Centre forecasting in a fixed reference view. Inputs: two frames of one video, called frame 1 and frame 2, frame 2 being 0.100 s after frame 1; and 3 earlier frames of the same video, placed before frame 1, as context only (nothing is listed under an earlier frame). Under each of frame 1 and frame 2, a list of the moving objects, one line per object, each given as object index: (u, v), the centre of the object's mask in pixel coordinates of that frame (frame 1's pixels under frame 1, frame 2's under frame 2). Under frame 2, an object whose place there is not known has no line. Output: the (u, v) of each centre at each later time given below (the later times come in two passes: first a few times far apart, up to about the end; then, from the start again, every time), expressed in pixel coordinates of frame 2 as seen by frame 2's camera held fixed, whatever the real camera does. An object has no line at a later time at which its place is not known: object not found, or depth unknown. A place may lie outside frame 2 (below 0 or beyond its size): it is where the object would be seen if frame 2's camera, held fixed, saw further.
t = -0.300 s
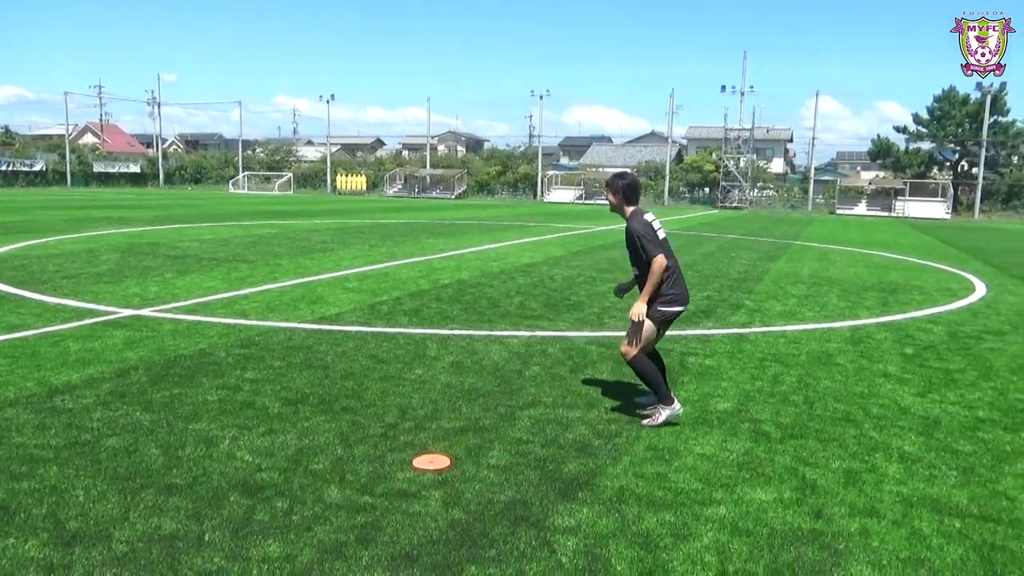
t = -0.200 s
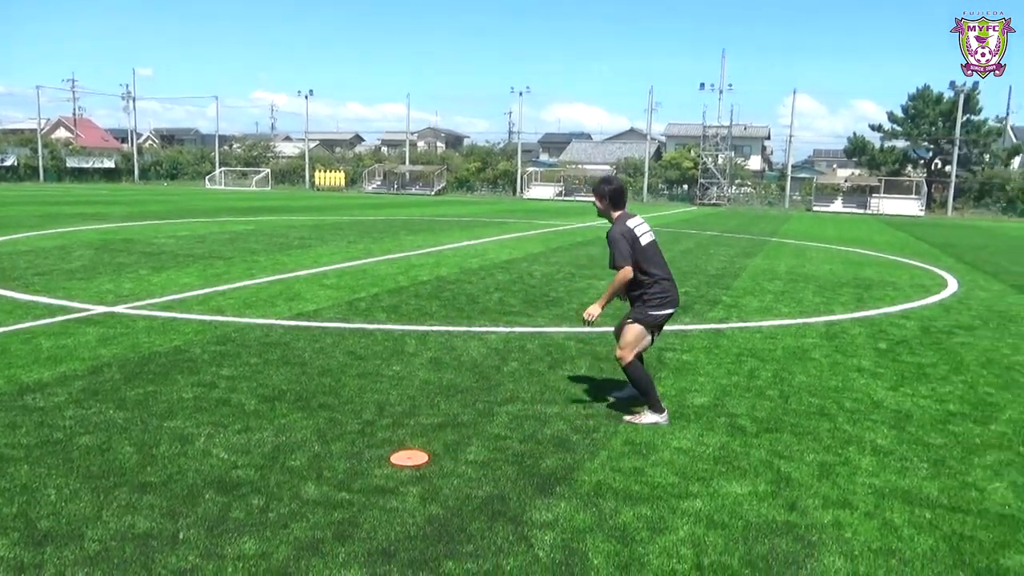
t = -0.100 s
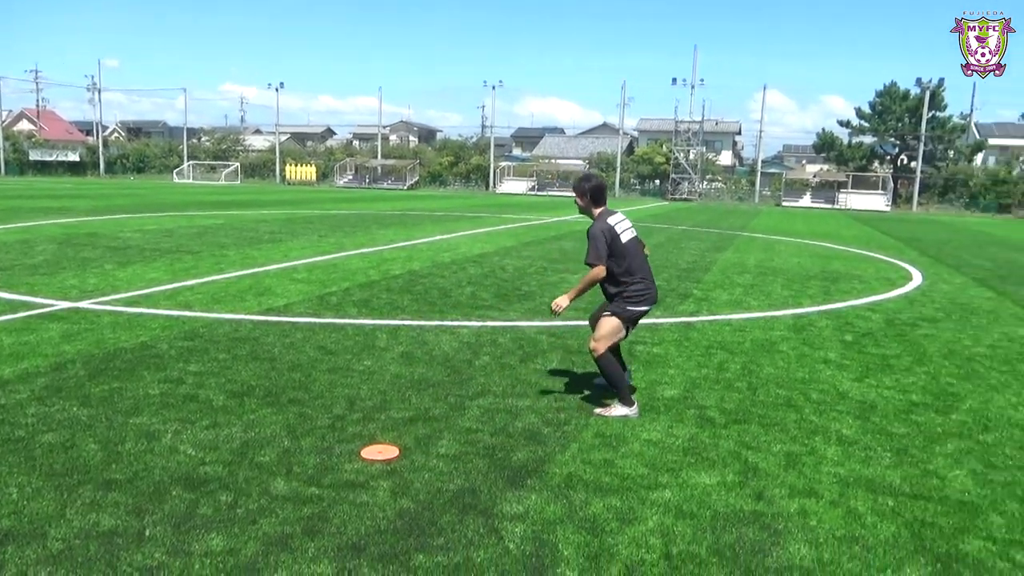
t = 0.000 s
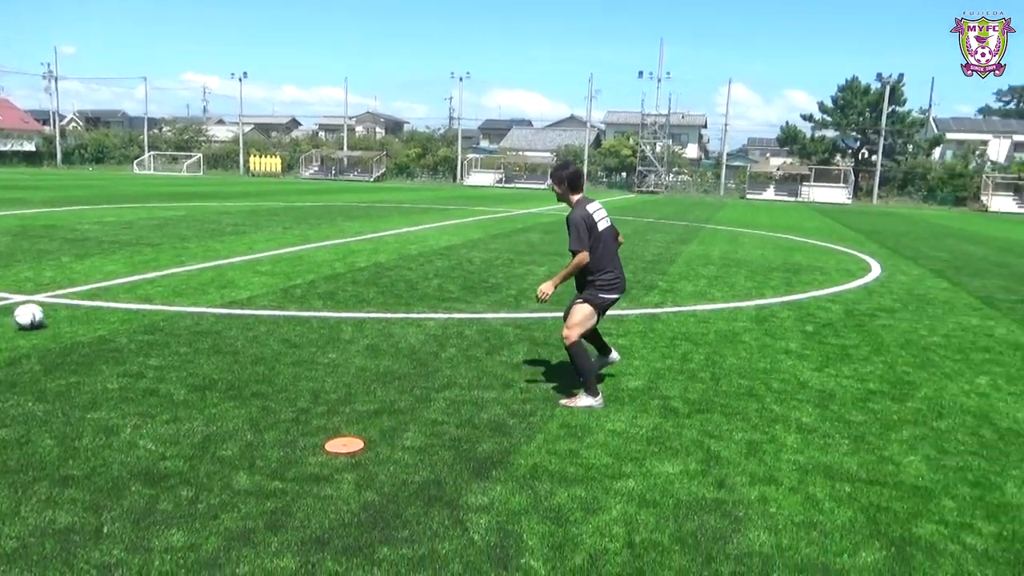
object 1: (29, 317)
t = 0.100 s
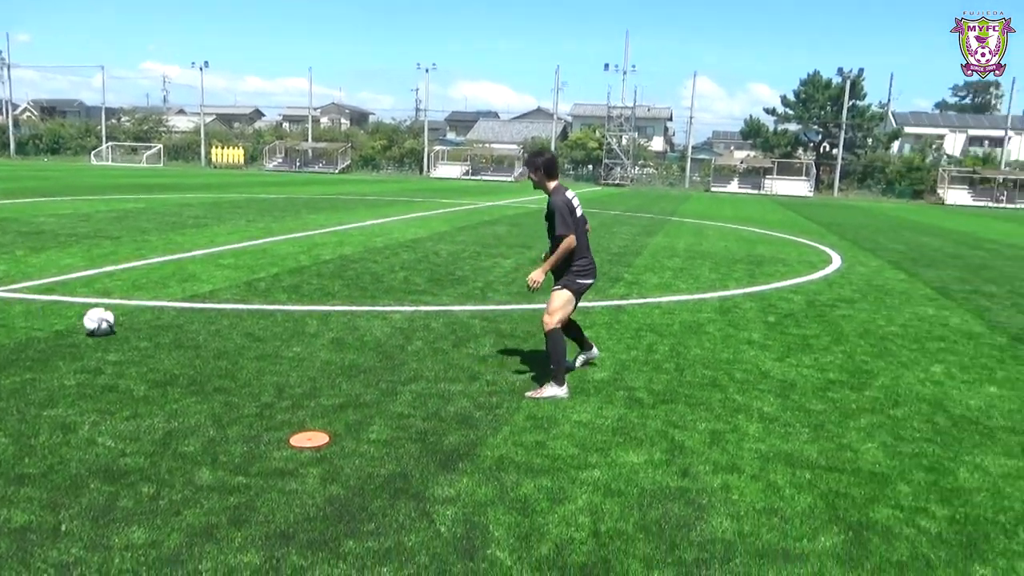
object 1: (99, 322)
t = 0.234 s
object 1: (250, 335)
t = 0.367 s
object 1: (396, 349)
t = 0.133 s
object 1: (136, 324)
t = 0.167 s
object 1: (174, 328)
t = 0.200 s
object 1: (213, 332)
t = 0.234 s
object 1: (250, 335)
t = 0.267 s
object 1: (286, 338)
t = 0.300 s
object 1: (324, 341)
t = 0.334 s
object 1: (361, 346)
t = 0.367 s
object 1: (396, 349)
